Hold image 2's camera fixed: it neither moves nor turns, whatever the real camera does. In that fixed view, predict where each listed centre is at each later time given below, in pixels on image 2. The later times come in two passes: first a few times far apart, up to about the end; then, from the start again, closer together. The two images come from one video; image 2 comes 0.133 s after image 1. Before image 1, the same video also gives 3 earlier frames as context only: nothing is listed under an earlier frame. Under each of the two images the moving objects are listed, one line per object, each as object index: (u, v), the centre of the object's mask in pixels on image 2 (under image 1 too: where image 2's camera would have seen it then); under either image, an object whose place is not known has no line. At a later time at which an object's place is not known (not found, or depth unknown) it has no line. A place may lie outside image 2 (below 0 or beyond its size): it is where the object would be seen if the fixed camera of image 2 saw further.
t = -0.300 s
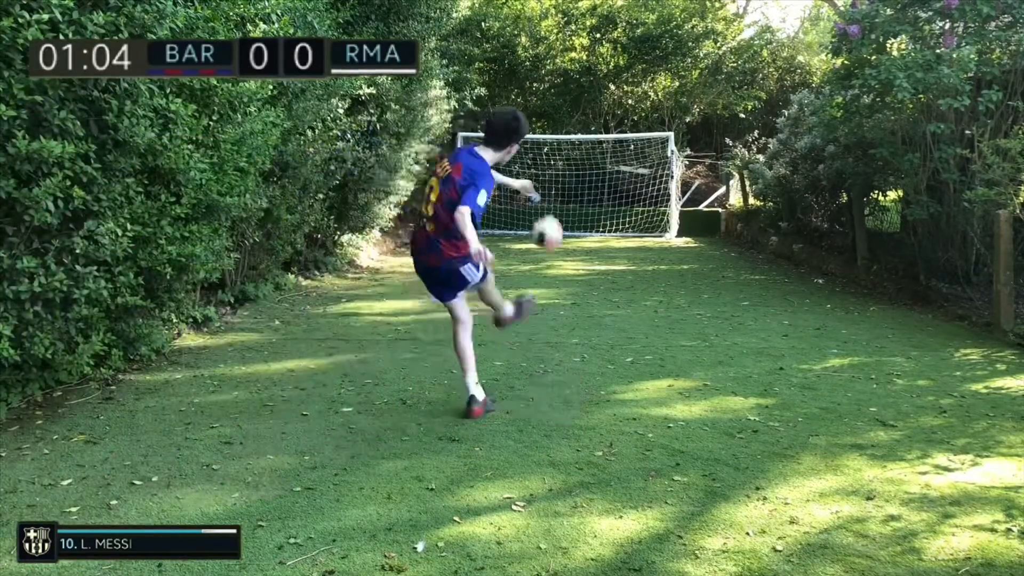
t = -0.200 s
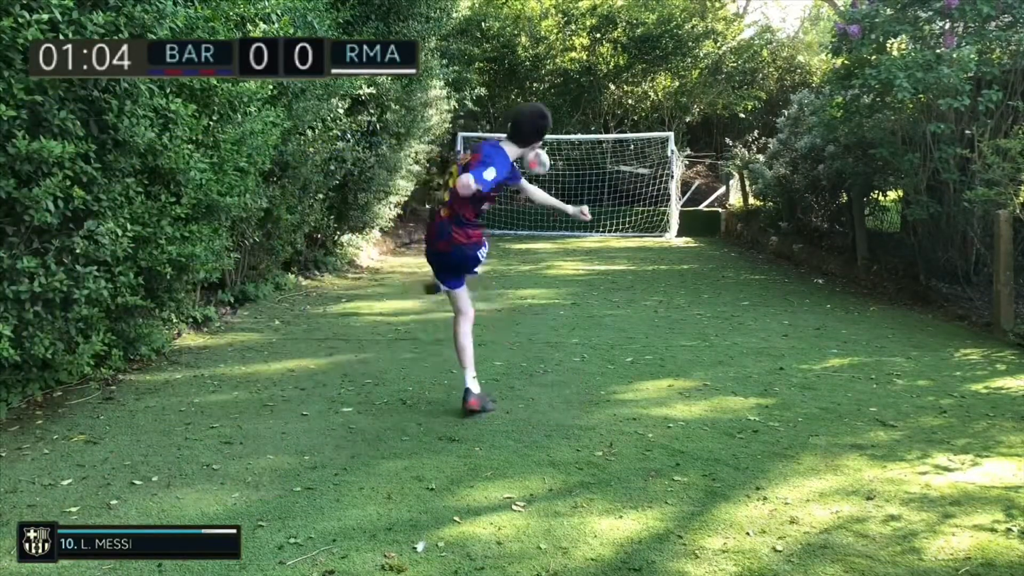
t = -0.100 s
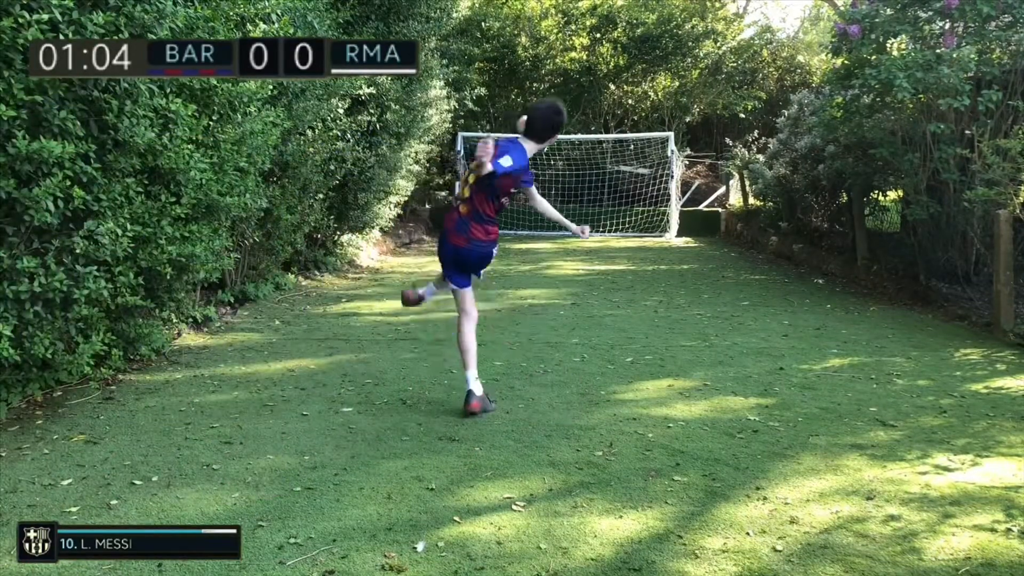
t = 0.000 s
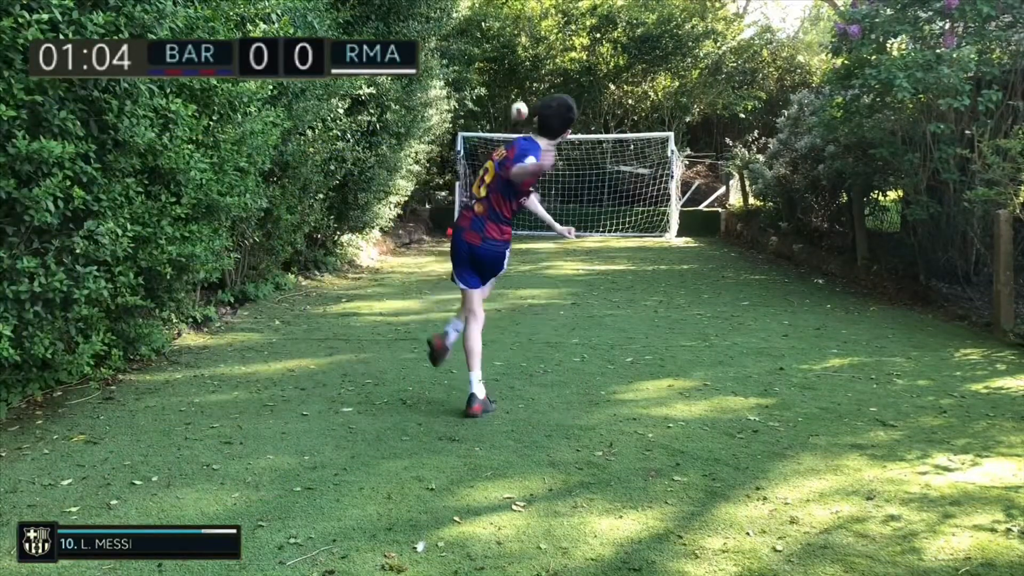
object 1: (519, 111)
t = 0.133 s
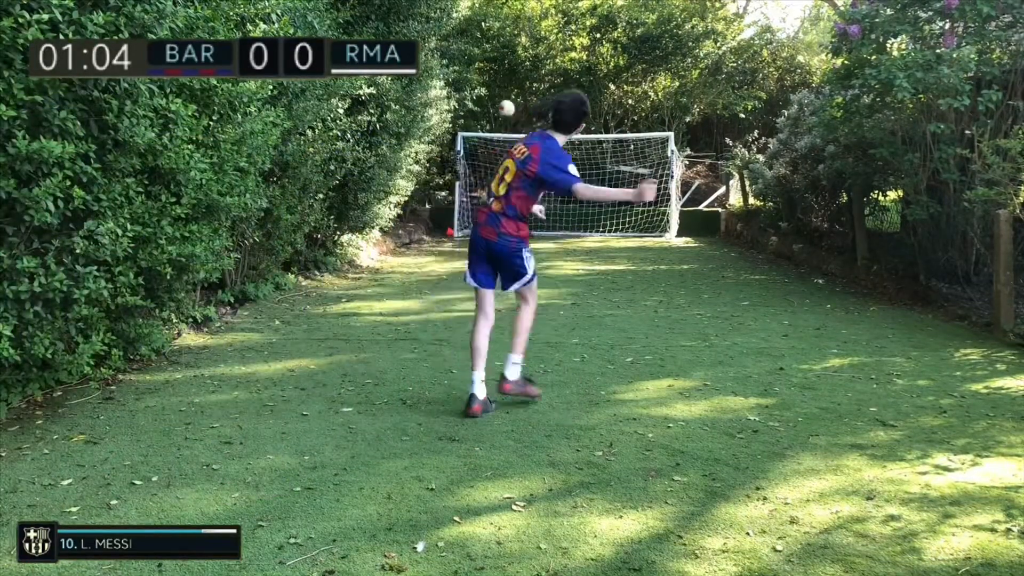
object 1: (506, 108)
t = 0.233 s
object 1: (498, 116)
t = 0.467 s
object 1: (481, 169)
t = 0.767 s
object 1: (476, 173)
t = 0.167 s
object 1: (503, 111)
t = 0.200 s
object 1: (500, 113)
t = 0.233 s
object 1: (498, 116)
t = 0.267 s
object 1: (495, 119)
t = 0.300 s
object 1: (492, 122)
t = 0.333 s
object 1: (489, 127)
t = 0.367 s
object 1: (485, 131)
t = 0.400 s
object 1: (483, 139)
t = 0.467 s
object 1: (481, 169)
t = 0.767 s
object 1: (476, 173)
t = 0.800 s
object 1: (476, 164)
